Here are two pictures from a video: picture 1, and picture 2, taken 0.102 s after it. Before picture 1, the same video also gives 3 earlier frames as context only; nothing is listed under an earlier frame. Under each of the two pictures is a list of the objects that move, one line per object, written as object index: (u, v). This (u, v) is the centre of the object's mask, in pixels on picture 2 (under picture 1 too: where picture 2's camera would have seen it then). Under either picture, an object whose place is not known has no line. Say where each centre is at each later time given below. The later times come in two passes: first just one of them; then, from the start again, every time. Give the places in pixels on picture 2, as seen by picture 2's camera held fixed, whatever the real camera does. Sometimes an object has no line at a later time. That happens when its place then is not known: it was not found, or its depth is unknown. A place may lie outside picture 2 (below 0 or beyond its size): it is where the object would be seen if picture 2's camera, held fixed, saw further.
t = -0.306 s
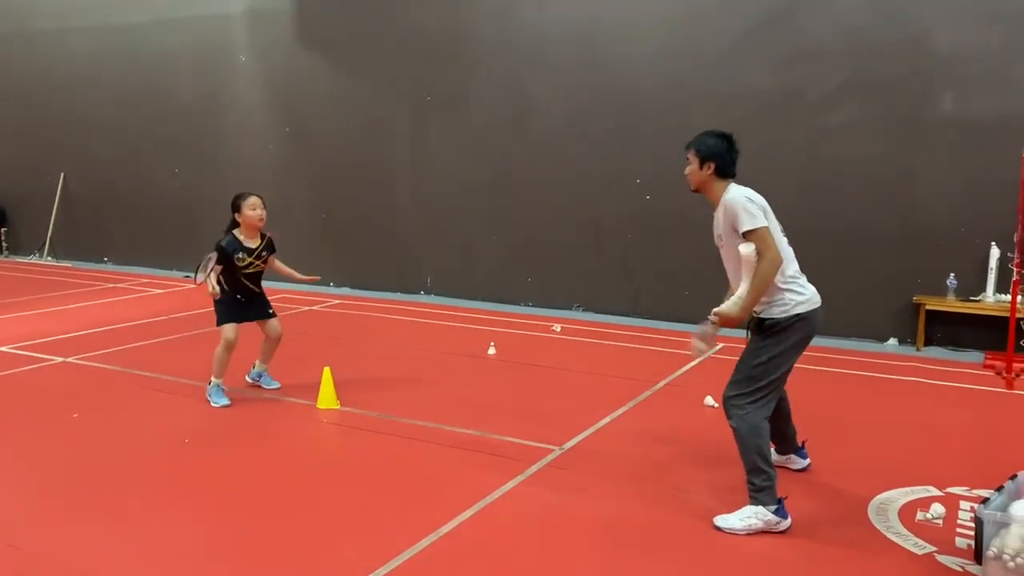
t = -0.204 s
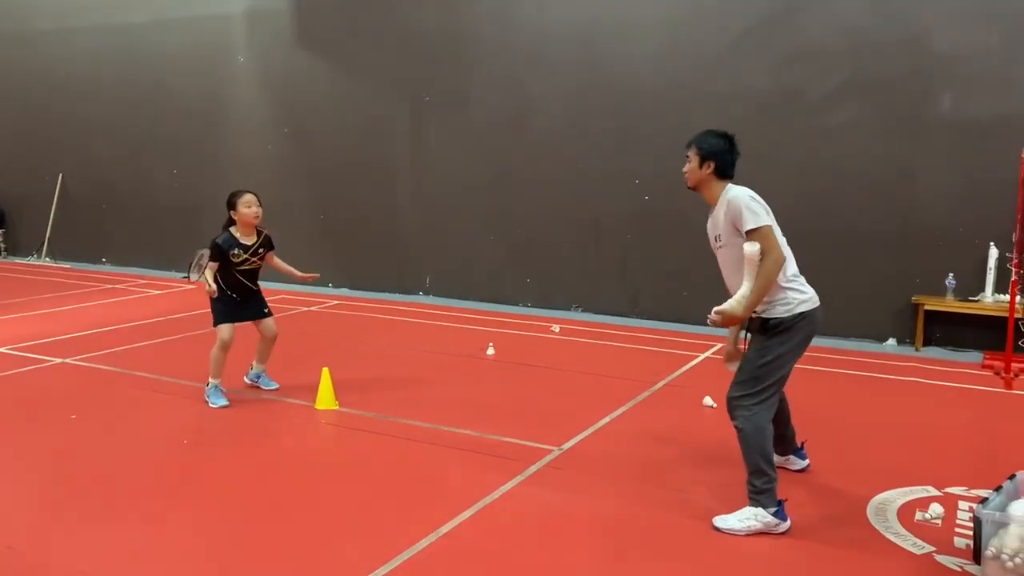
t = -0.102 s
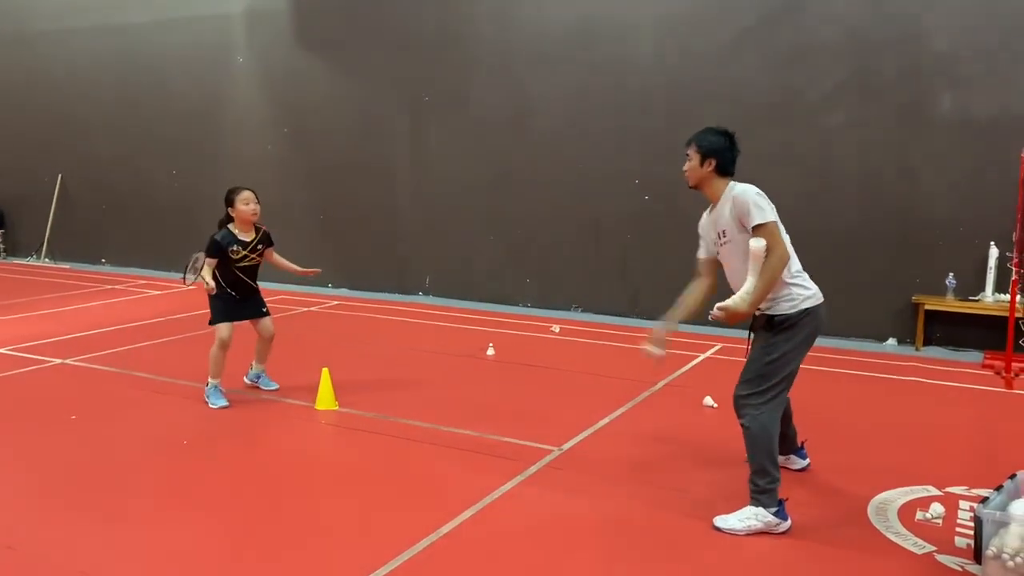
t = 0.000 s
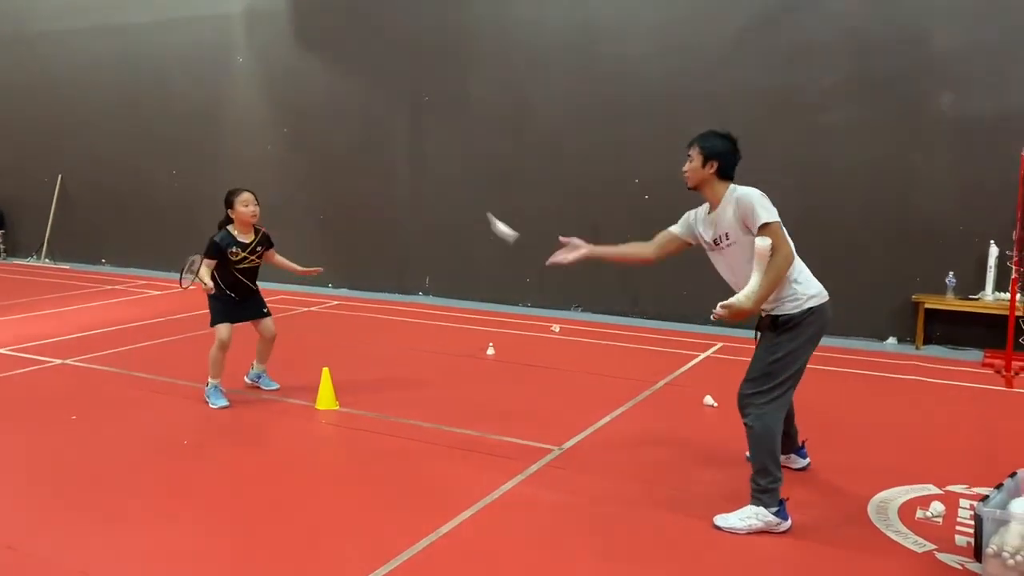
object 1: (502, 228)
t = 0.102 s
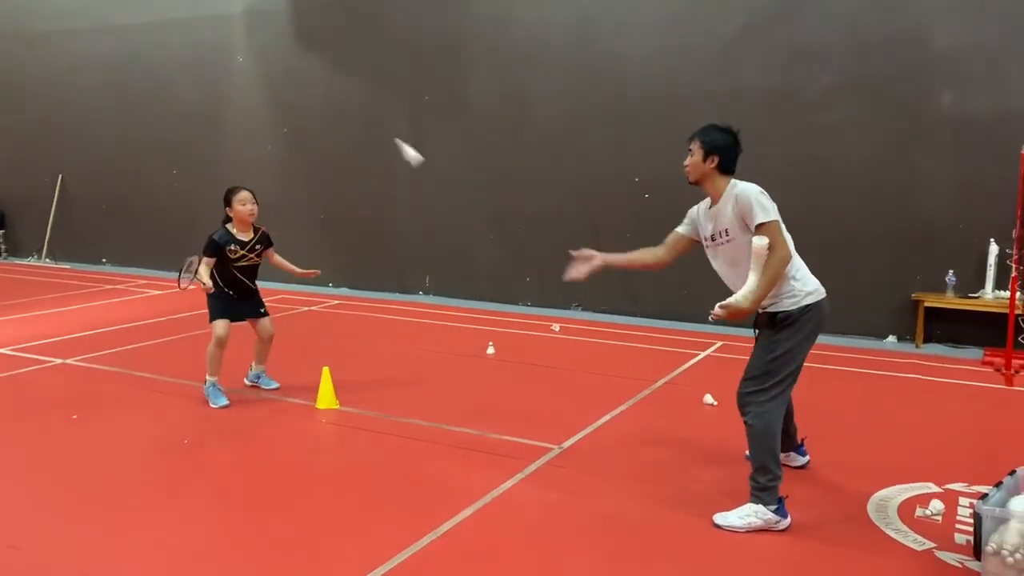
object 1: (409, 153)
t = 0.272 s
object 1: (275, 84)
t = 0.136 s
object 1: (381, 133)
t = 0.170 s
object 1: (354, 115)
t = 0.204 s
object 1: (327, 102)
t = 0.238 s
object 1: (301, 91)
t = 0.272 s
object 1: (275, 84)
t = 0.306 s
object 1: (250, 78)
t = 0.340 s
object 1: (226, 75)
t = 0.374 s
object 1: (204, 76)
